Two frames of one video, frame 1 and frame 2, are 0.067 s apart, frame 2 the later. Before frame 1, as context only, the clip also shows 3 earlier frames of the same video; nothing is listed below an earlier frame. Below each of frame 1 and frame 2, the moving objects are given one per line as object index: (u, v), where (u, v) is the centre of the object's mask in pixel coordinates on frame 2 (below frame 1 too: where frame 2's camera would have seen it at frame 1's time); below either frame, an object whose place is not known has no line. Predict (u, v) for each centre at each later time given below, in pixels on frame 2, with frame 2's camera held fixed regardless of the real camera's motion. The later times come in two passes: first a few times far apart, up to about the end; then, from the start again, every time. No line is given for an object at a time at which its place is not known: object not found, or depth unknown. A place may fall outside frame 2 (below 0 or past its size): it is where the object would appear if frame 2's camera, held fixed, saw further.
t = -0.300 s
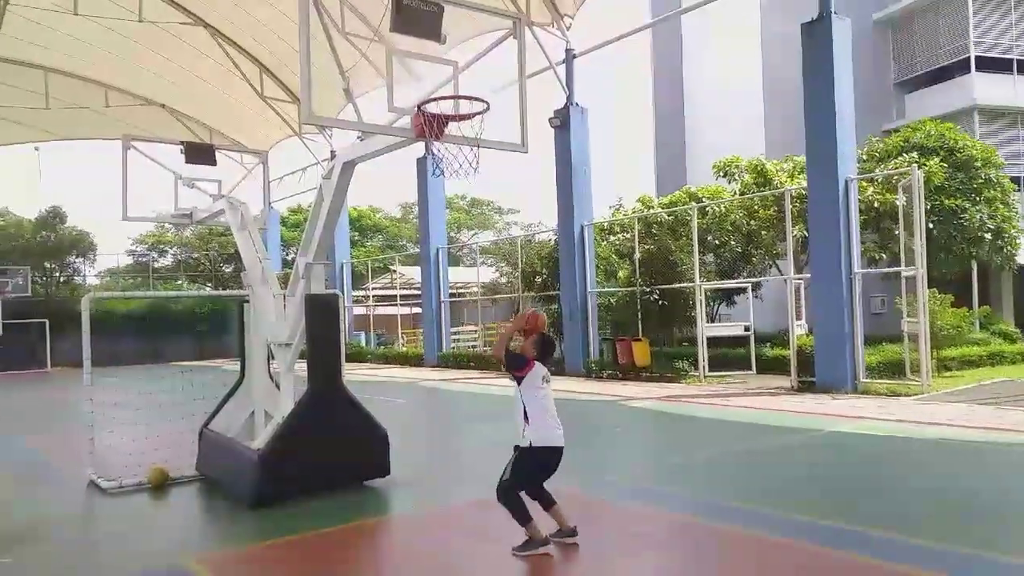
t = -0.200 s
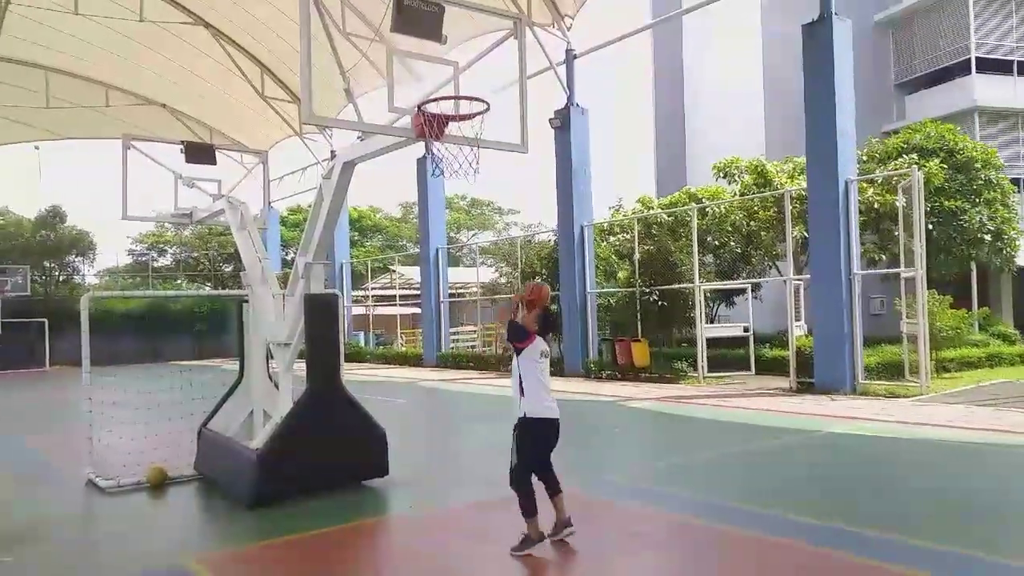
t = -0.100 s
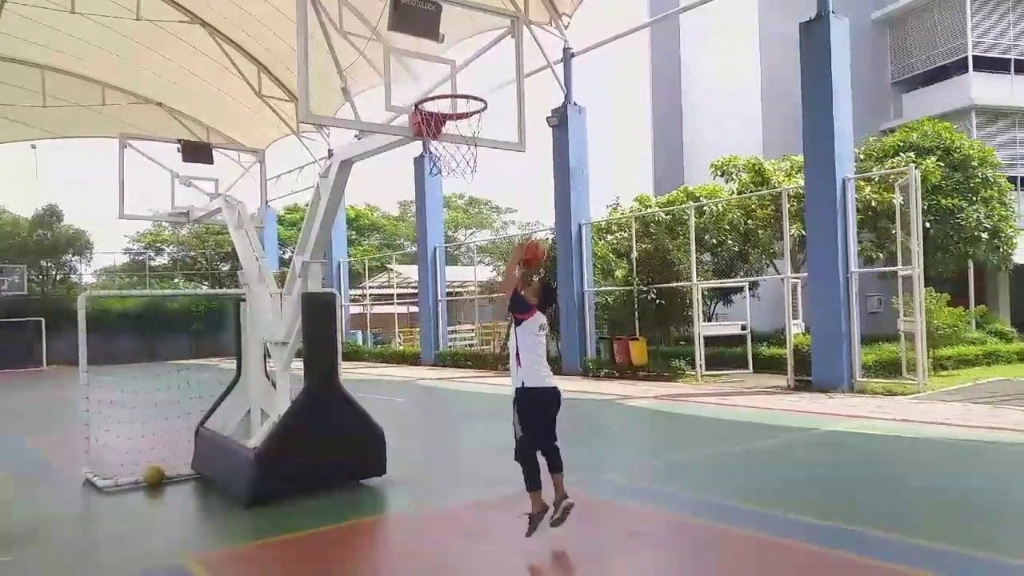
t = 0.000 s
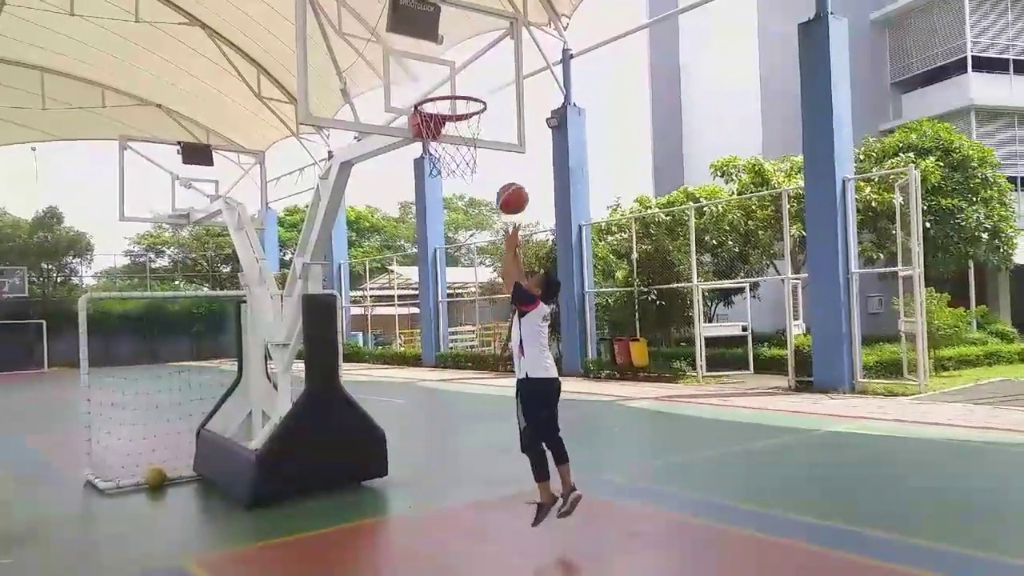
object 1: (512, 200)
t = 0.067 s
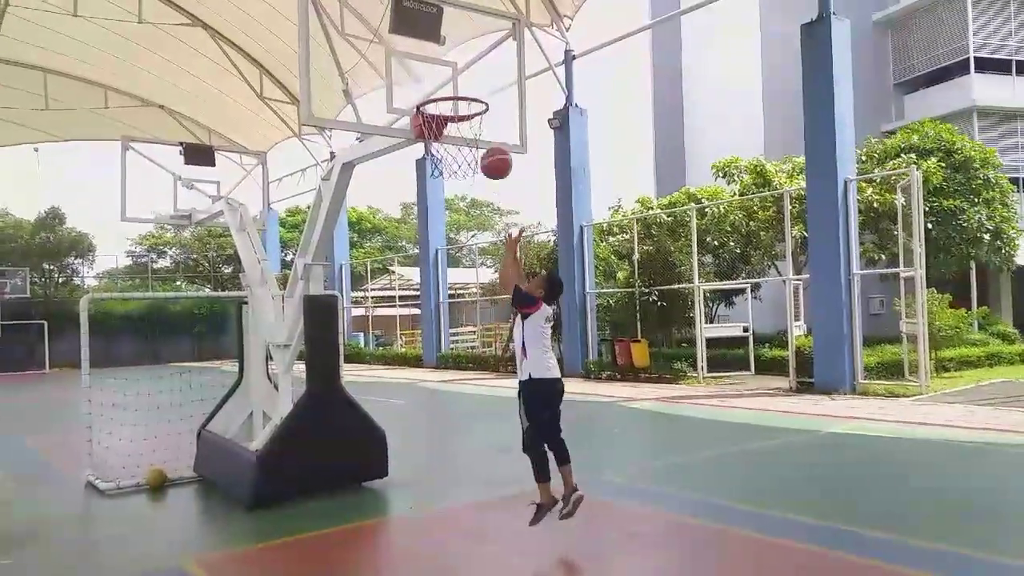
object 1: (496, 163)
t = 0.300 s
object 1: (472, 112)
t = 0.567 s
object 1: (490, 169)
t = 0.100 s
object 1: (488, 148)
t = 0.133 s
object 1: (478, 133)
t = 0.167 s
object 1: (469, 121)
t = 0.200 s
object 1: (468, 113)
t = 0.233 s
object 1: (469, 111)
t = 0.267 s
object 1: (470, 111)
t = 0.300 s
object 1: (472, 112)
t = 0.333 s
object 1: (475, 114)
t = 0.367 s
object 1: (477, 118)
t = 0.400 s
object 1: (478, 124)
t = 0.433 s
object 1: (480, 131)
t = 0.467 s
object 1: (483, 138)
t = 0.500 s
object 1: (485, 148)
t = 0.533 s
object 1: (487, 158)
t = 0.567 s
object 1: (490, 169)
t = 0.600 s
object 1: (492, 183)
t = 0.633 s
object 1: (494, 198)
